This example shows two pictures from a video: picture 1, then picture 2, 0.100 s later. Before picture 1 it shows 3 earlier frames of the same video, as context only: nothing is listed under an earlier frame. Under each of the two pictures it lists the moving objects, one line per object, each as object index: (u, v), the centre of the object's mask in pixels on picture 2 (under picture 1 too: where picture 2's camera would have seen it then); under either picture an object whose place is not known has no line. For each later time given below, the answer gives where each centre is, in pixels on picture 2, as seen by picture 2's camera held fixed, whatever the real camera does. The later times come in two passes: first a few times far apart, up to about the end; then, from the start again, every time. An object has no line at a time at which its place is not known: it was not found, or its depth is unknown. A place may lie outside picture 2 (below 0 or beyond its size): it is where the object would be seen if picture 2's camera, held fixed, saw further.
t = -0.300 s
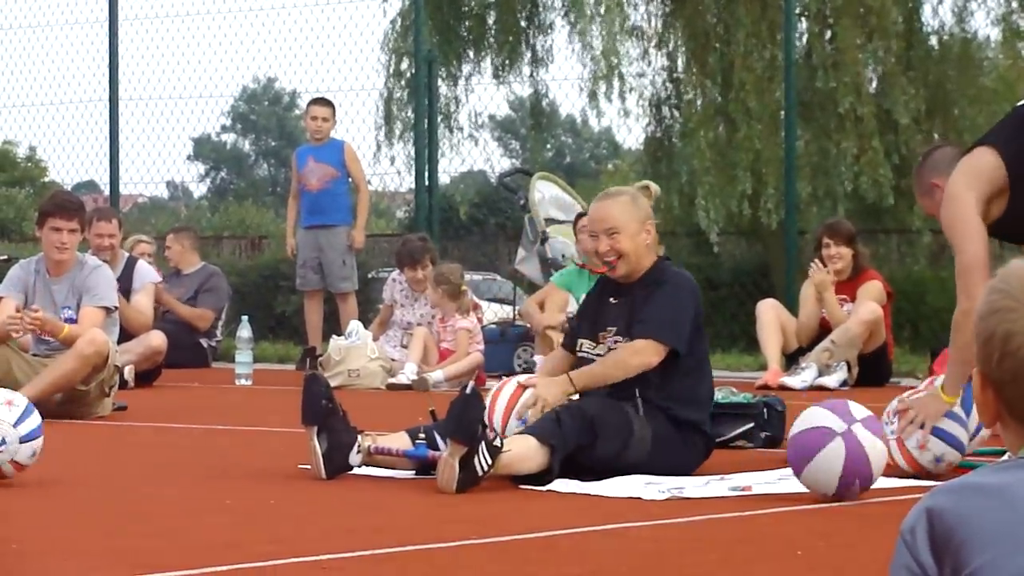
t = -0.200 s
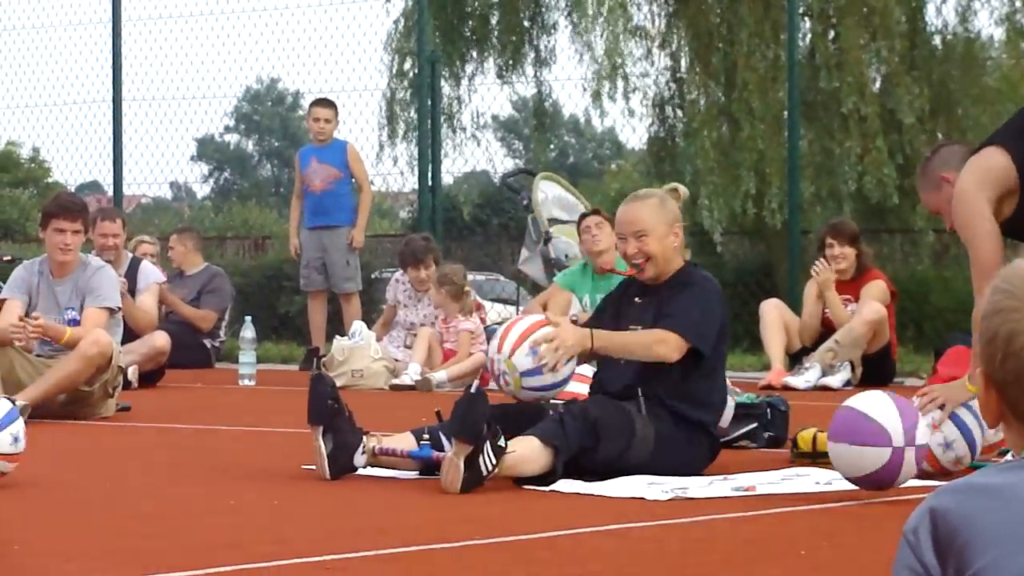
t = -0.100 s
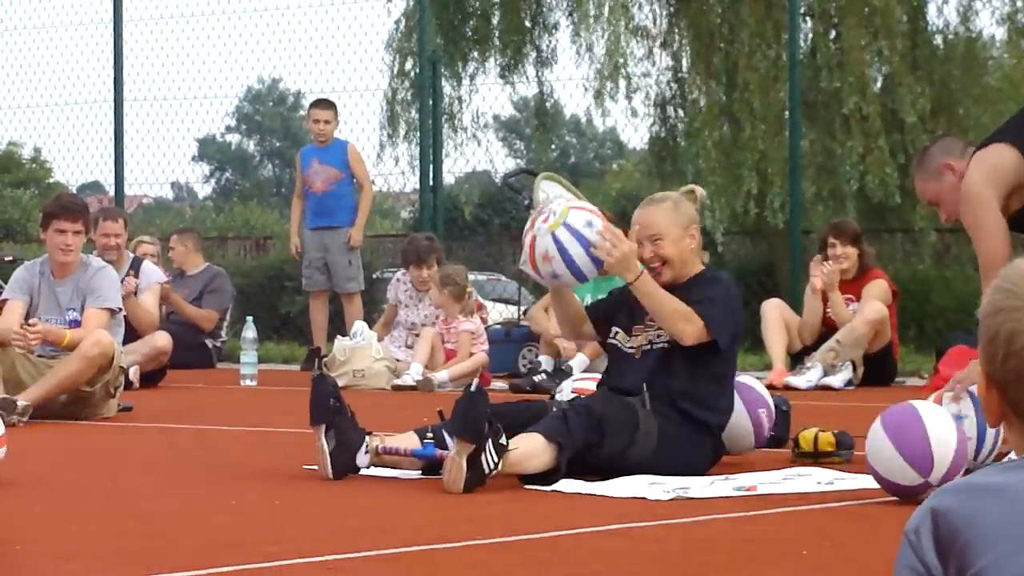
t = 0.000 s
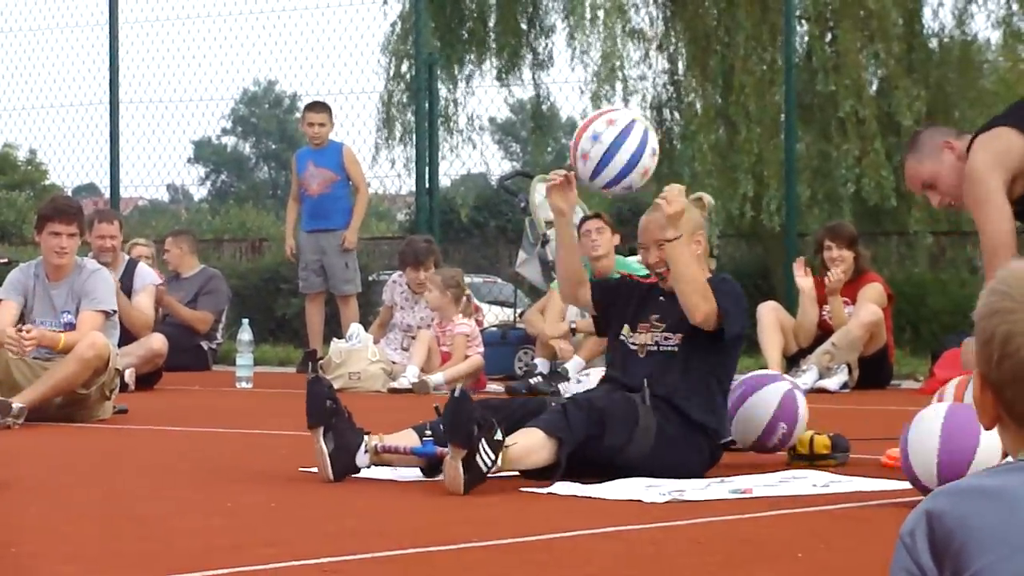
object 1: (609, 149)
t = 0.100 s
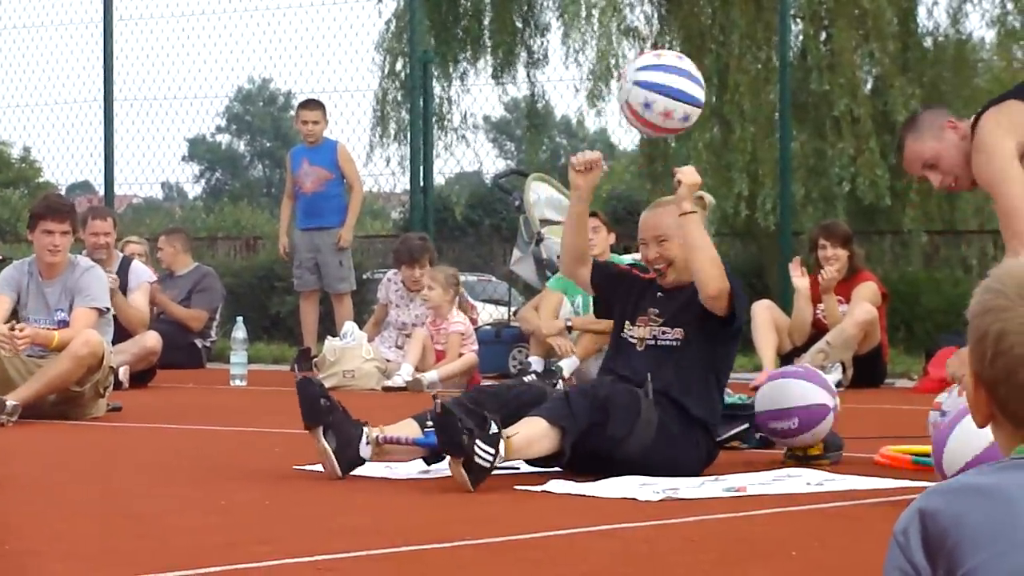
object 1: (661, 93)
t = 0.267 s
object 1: (746, 79)
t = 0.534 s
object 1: (878, 258)
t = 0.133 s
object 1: (679, 83)
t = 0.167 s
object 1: (695, 75)
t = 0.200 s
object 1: (712, 72)
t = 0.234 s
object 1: (729, 74)
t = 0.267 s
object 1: (746, 79)
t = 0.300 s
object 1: (762, 89)
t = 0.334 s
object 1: (779, 102)
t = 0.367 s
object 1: (796, 119)
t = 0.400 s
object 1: (812, 140)
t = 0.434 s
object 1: (828, 164)
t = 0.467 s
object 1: (844, 192)
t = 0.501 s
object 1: (861, 223)
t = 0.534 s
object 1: (878, 258)
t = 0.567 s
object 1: (894, 298)
